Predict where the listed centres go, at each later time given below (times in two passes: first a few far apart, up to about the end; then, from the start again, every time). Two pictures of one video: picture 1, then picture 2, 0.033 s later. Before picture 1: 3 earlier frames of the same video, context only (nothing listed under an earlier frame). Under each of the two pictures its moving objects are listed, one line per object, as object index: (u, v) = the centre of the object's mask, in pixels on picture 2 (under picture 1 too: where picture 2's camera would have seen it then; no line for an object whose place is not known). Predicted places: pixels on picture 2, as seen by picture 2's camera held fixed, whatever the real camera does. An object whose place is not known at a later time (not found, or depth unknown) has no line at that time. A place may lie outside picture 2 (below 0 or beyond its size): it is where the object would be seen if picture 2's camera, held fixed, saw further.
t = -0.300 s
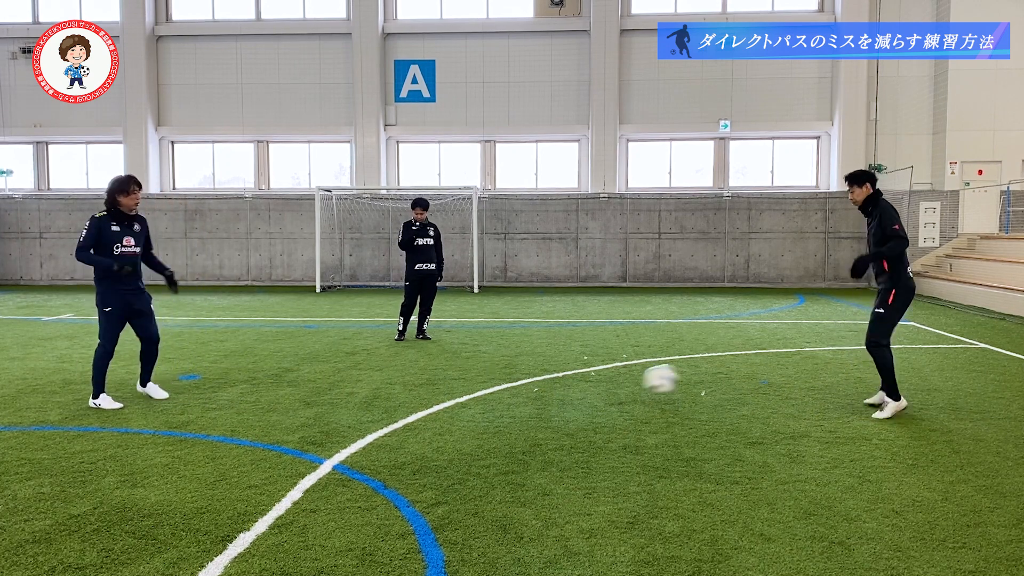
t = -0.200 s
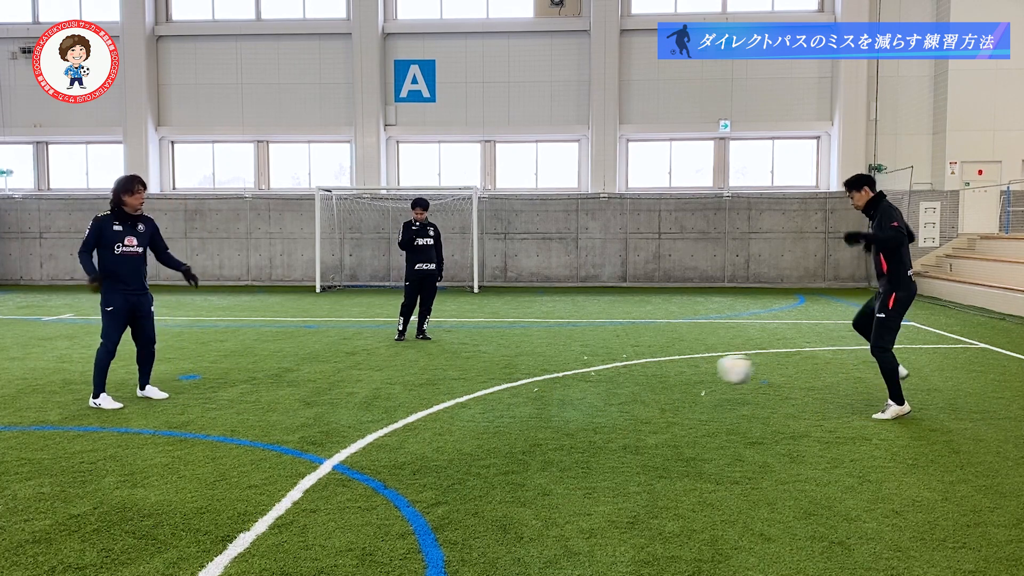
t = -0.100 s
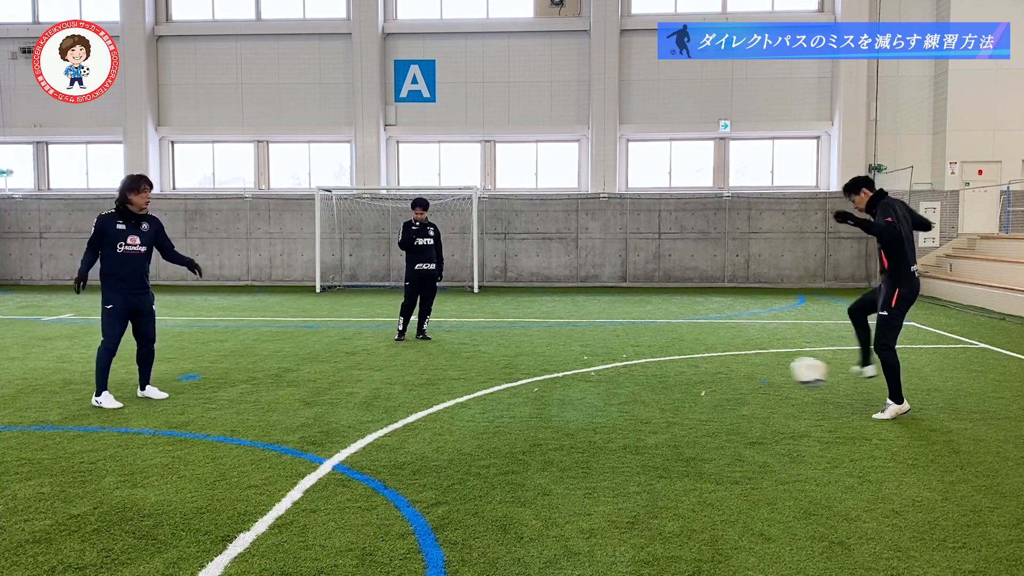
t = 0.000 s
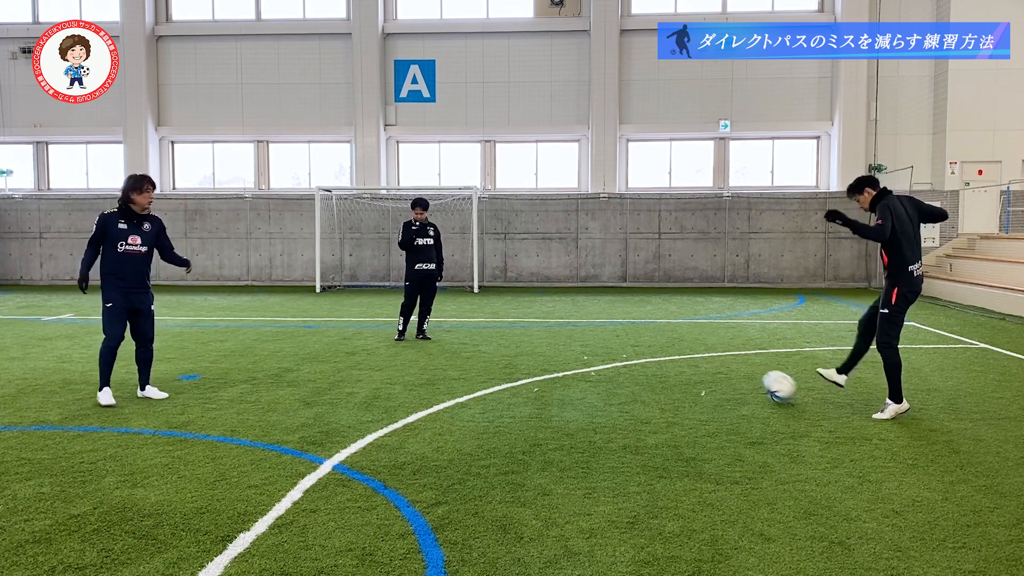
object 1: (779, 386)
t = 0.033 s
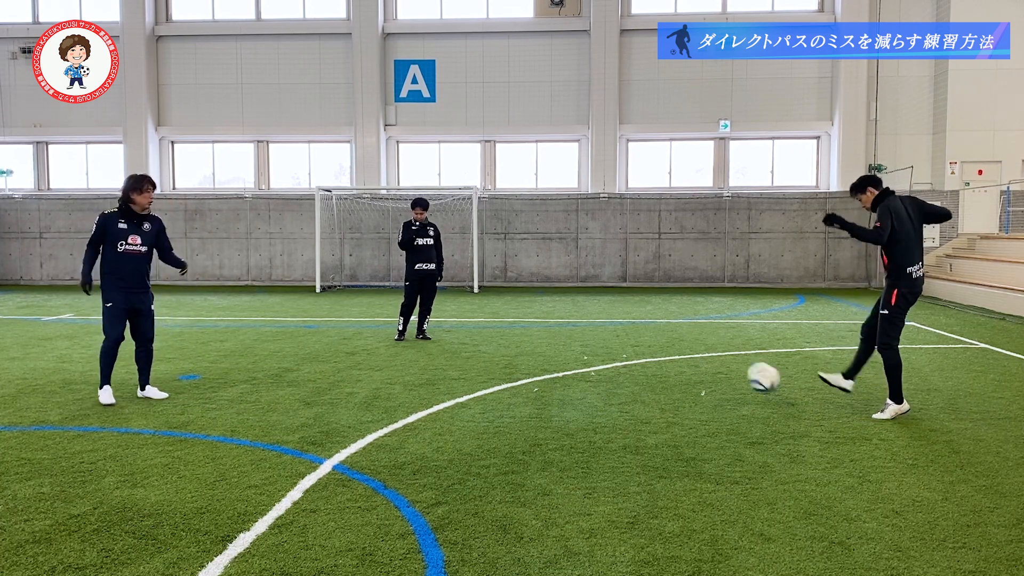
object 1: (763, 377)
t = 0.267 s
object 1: (660, 358)
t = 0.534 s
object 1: (545, 374)
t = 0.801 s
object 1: (438, 374)
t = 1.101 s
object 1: (324, 378)
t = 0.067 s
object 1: (749, 370)
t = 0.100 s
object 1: (733, 365)
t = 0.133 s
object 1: (718, 361)
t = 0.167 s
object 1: (703, 358)
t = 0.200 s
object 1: (688, 357)
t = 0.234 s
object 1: (674, 357)
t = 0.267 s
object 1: (660, 358)
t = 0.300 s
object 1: (645, 361)
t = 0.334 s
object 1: (630, 365)
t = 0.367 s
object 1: (617, 371)
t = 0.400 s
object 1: (603, 379)
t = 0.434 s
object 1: (589, 384)
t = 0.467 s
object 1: (574, 379)
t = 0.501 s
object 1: (560, 376)
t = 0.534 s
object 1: (545, 374)
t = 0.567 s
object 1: (532, 374)
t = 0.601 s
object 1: (518, 375)
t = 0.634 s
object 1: (504, 377)
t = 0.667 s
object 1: (490, 380)
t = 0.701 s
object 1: (475, 377)
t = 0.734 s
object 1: (463, 376)
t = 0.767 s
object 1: (451, 374)
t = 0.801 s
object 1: (438, 374)
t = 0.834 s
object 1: (425, 377)
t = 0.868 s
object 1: (411, 380)
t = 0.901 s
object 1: (399, 377)
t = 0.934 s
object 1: (386, 375)
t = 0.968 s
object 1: (374, 373)
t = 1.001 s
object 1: (362, 373)
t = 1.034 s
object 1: (349, 375)
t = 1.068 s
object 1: (336, 378)
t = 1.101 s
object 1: (324, 378)
